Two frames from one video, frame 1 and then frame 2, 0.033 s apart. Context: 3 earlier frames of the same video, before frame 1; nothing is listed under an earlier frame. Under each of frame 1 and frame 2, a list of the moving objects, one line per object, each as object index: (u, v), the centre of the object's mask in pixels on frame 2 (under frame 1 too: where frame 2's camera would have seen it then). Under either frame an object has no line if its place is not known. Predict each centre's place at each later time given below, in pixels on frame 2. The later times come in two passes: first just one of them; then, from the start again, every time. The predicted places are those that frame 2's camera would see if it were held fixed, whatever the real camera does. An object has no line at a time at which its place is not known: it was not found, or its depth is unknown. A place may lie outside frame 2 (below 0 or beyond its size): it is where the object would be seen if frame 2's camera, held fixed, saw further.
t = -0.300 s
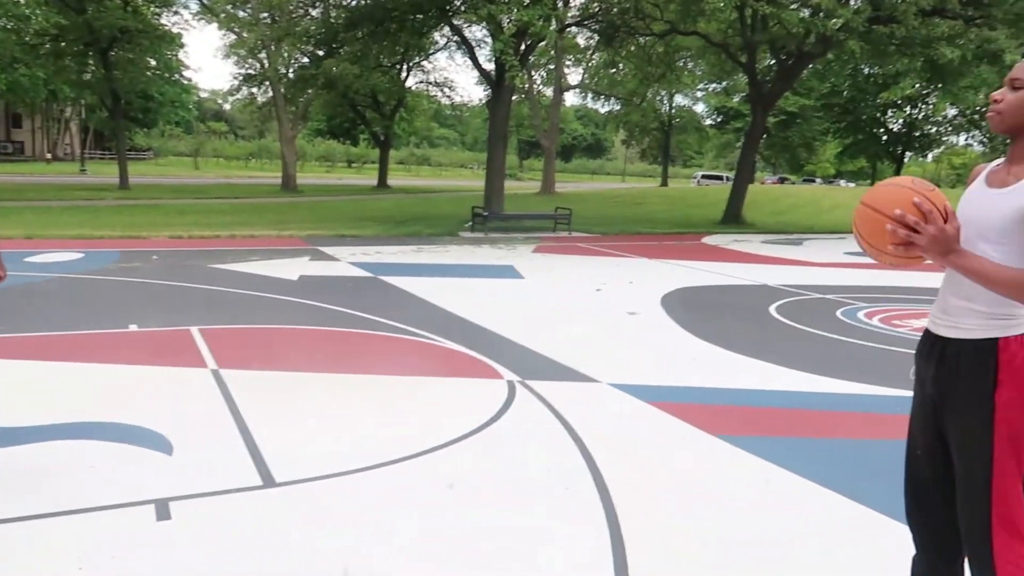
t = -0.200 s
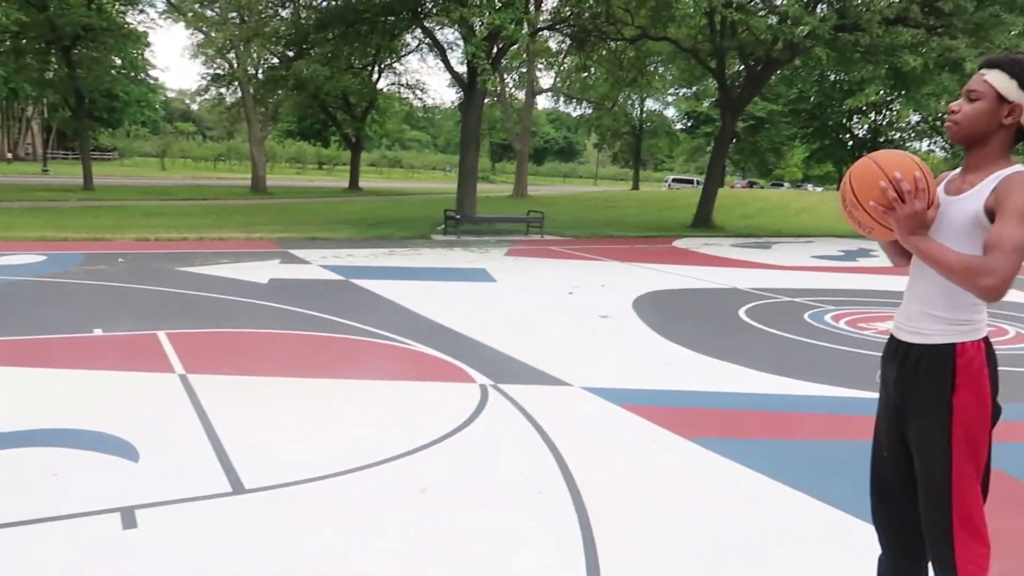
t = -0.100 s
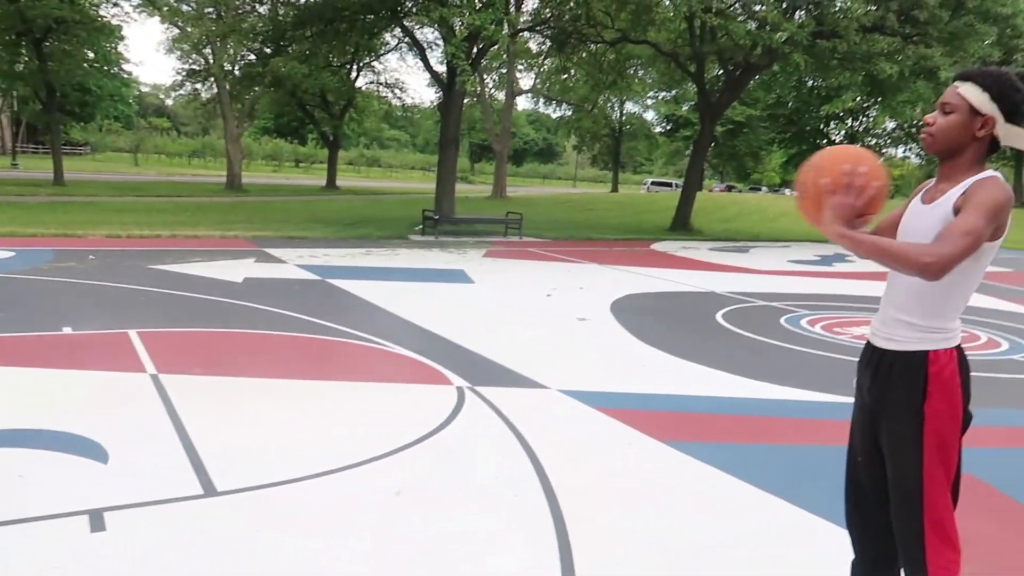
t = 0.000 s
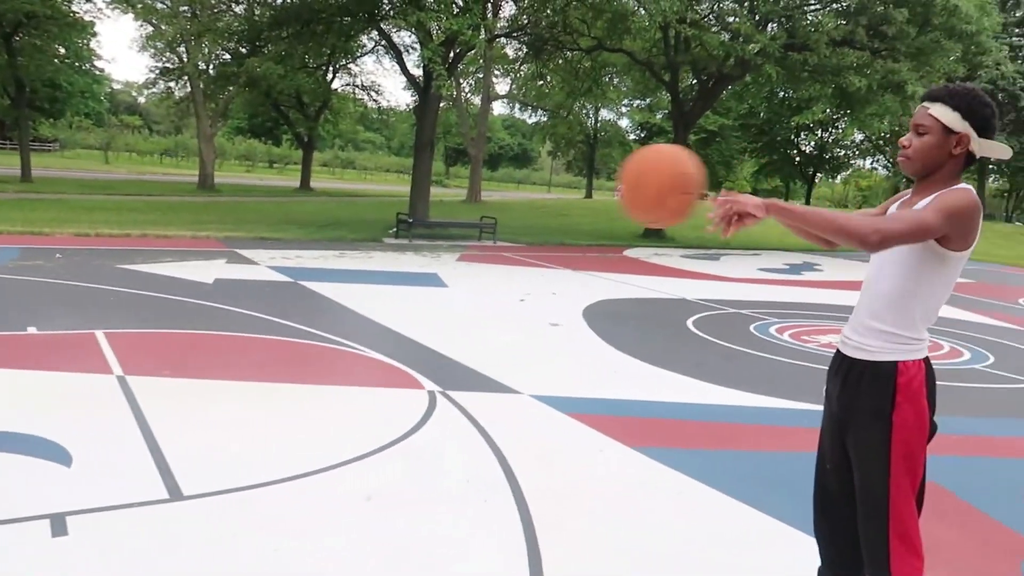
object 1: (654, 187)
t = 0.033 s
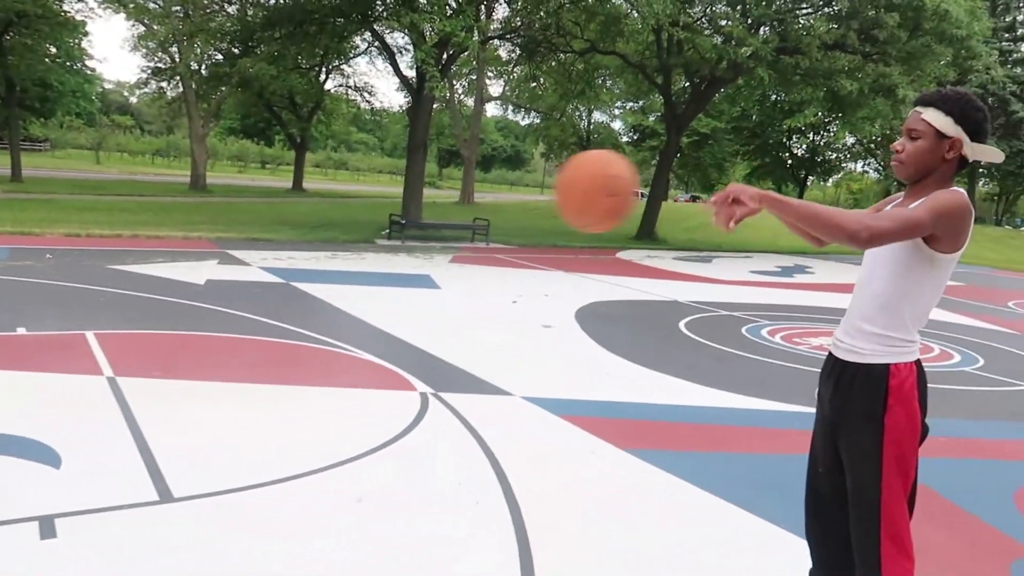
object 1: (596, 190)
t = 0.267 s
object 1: (237, 299)
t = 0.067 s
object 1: (541, 197)
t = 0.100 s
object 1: (486, 207)
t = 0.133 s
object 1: (433, 218)
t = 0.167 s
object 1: (383, 233)
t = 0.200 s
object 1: (333, 252)
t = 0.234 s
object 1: (285, 275)
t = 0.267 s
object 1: (237, 299)
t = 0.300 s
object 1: (193, 323)
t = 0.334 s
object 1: (148, 353)
